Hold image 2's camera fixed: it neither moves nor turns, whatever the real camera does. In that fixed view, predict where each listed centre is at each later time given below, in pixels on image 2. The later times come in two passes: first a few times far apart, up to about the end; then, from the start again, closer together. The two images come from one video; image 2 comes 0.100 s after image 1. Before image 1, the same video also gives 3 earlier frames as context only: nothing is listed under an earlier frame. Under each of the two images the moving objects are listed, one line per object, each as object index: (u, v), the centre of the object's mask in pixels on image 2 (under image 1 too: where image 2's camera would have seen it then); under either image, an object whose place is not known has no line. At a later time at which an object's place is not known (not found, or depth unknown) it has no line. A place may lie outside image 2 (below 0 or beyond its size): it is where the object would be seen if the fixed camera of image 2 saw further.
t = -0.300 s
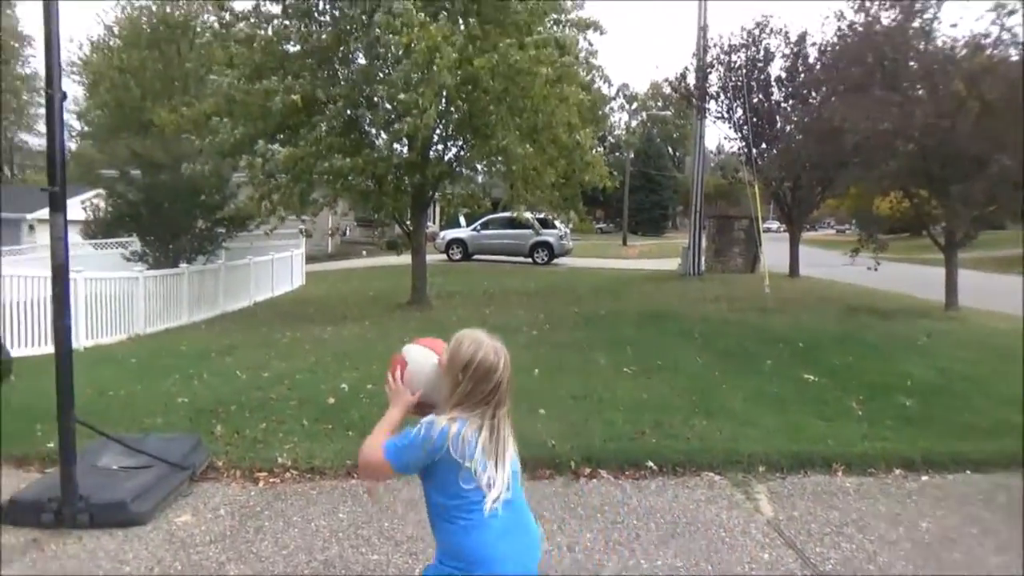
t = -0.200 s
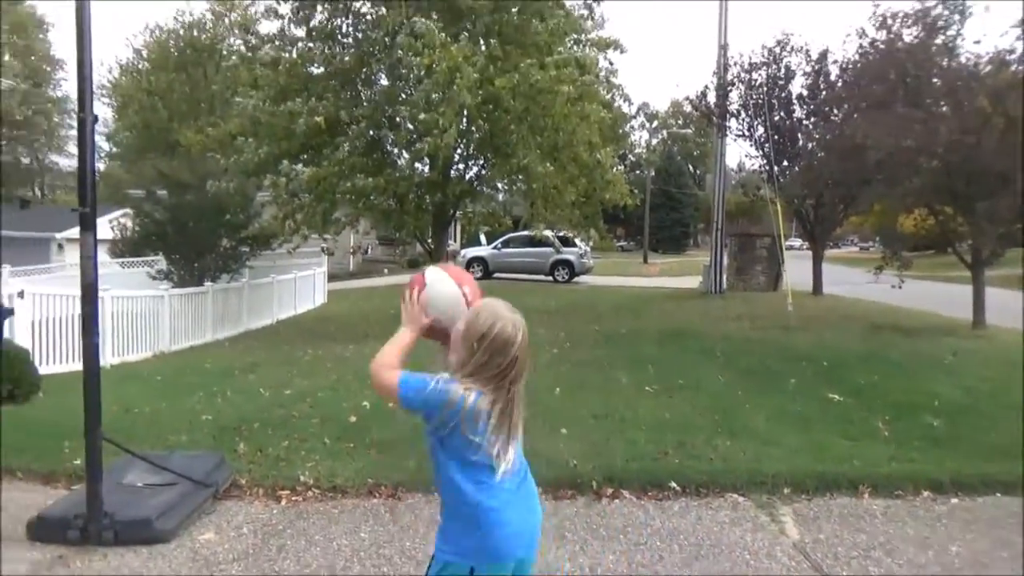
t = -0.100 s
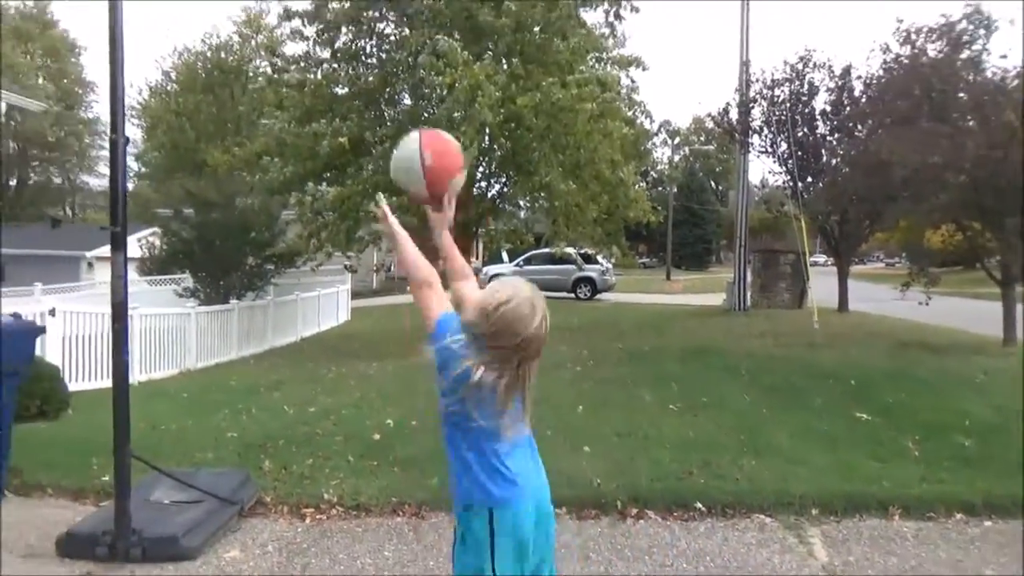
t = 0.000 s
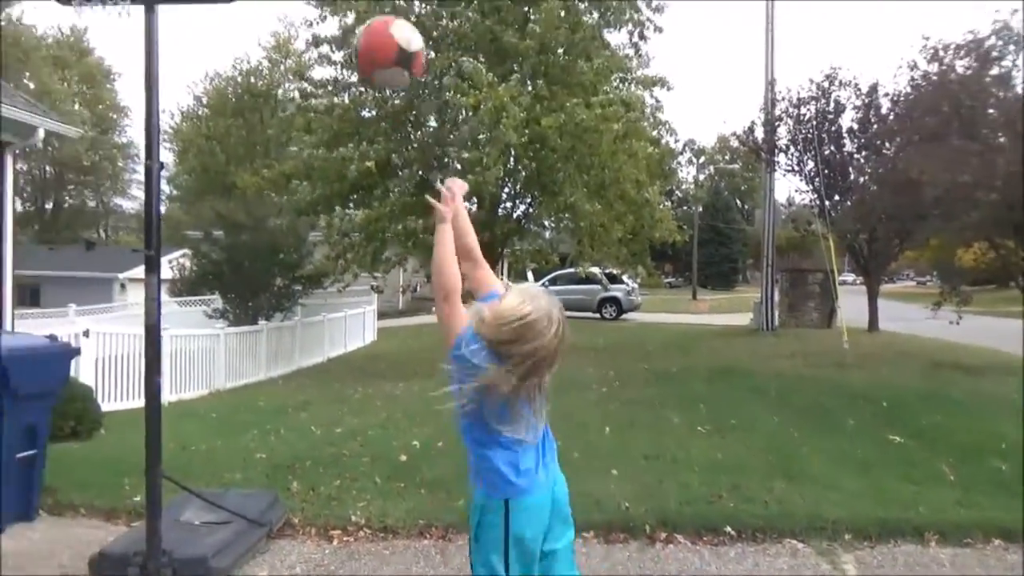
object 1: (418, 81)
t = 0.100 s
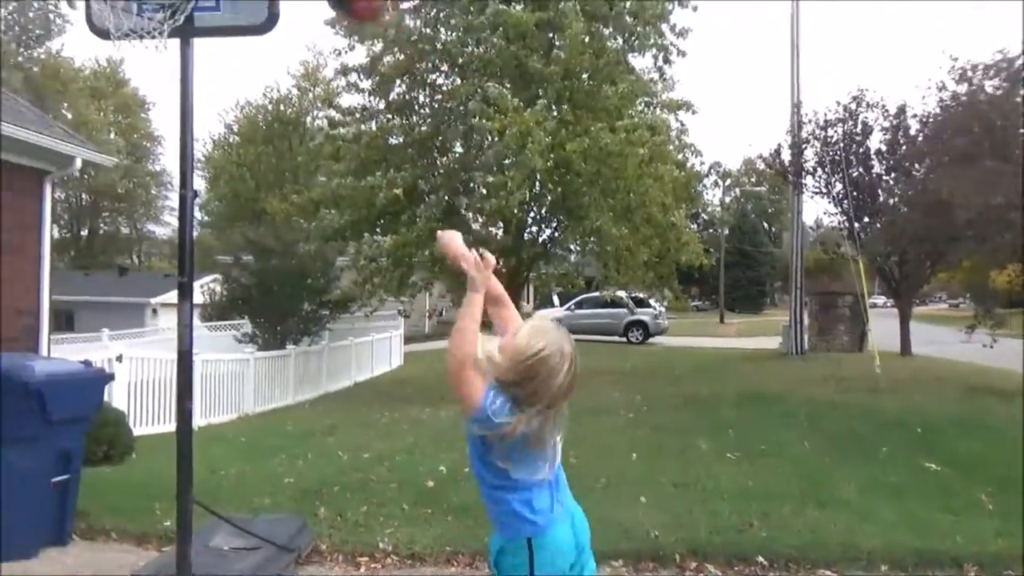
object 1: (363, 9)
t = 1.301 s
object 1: (282, 111)
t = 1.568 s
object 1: (330, 421)
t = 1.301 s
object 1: (282, 111)
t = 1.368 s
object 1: (294, 170)
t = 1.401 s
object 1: (301, 207)
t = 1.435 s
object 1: (307, 246)
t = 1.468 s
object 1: (312, 283)
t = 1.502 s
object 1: (317, 328)
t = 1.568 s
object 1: (330, 421)
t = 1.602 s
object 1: (337, 471)
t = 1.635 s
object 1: (344, 529)
